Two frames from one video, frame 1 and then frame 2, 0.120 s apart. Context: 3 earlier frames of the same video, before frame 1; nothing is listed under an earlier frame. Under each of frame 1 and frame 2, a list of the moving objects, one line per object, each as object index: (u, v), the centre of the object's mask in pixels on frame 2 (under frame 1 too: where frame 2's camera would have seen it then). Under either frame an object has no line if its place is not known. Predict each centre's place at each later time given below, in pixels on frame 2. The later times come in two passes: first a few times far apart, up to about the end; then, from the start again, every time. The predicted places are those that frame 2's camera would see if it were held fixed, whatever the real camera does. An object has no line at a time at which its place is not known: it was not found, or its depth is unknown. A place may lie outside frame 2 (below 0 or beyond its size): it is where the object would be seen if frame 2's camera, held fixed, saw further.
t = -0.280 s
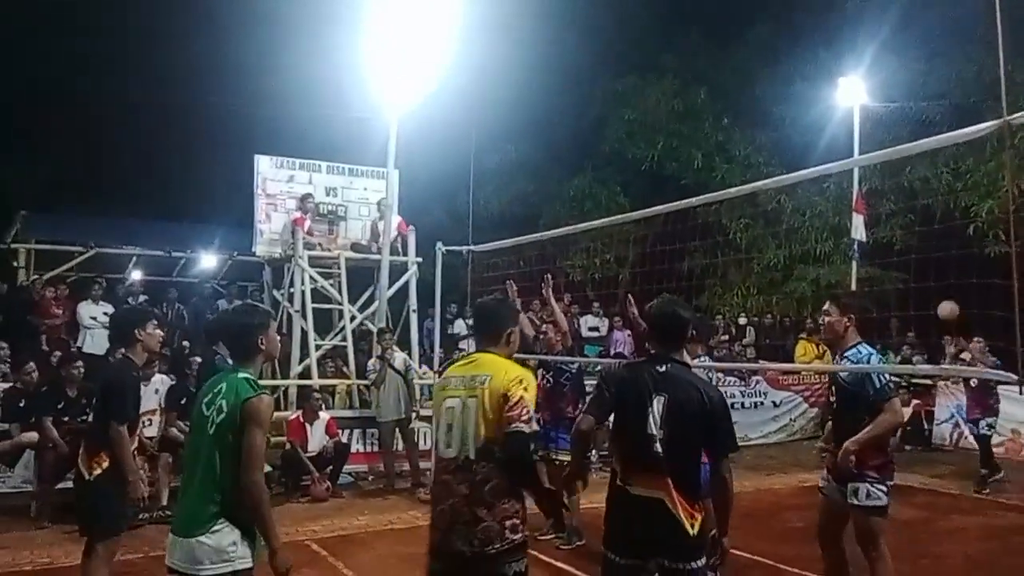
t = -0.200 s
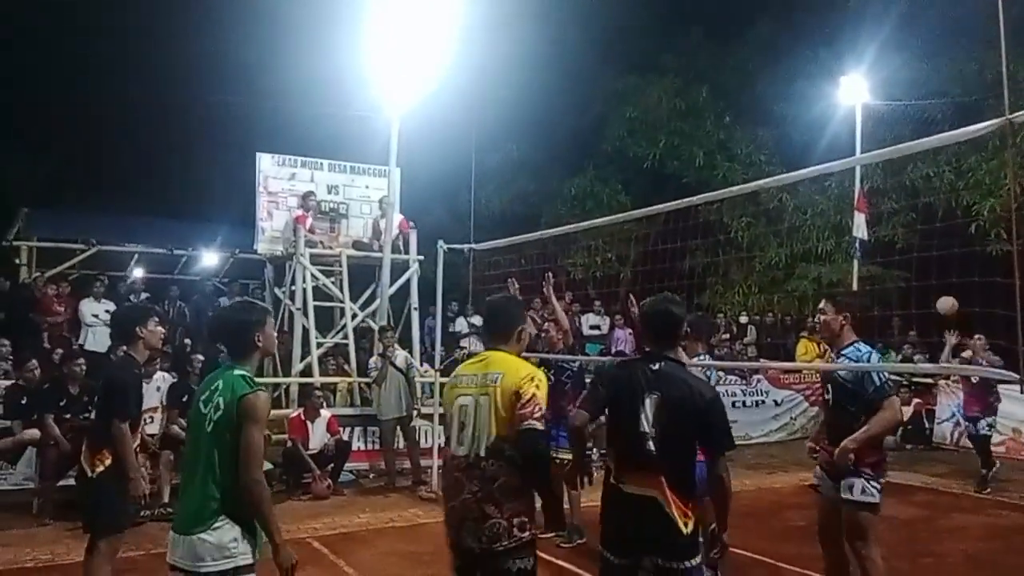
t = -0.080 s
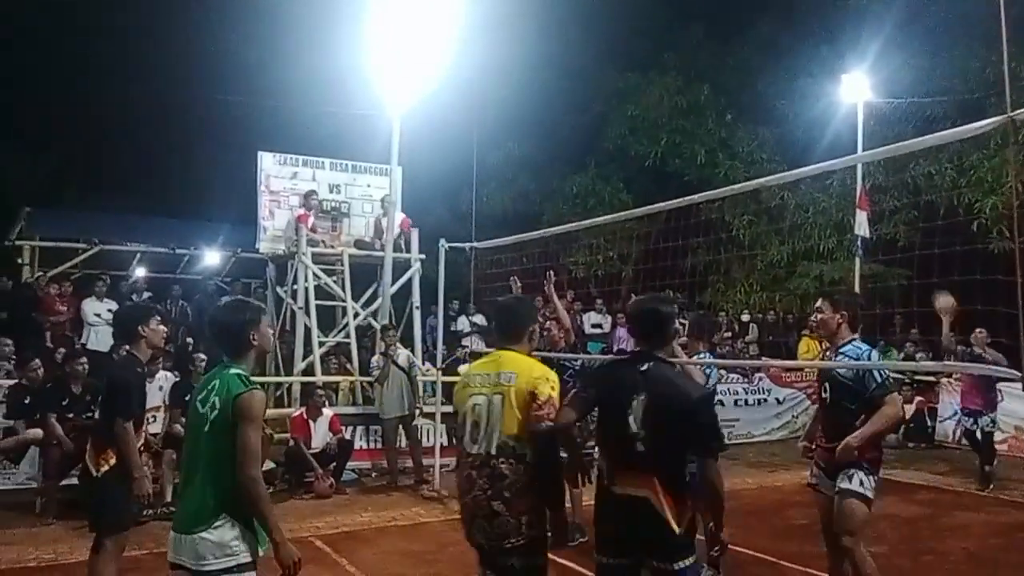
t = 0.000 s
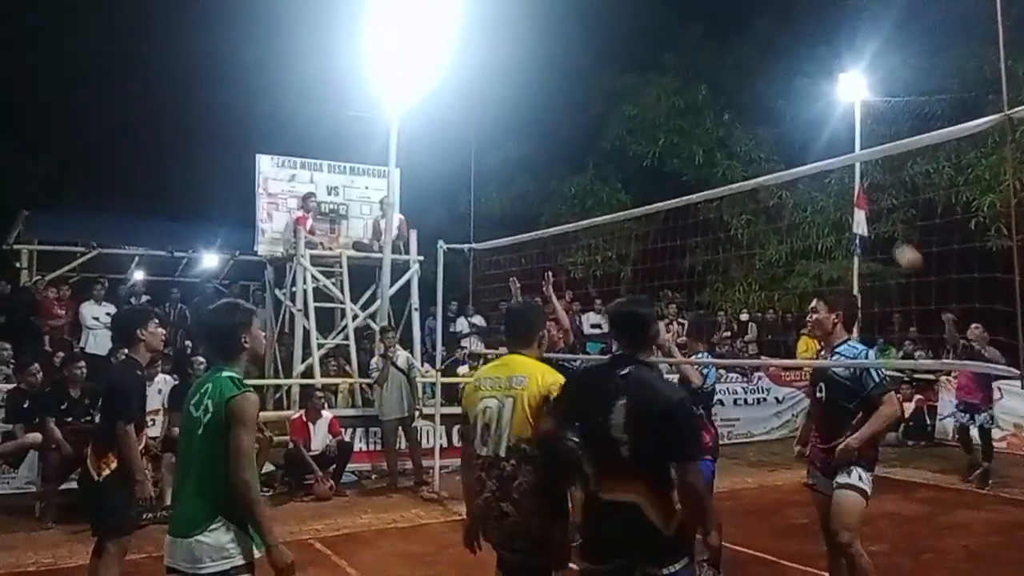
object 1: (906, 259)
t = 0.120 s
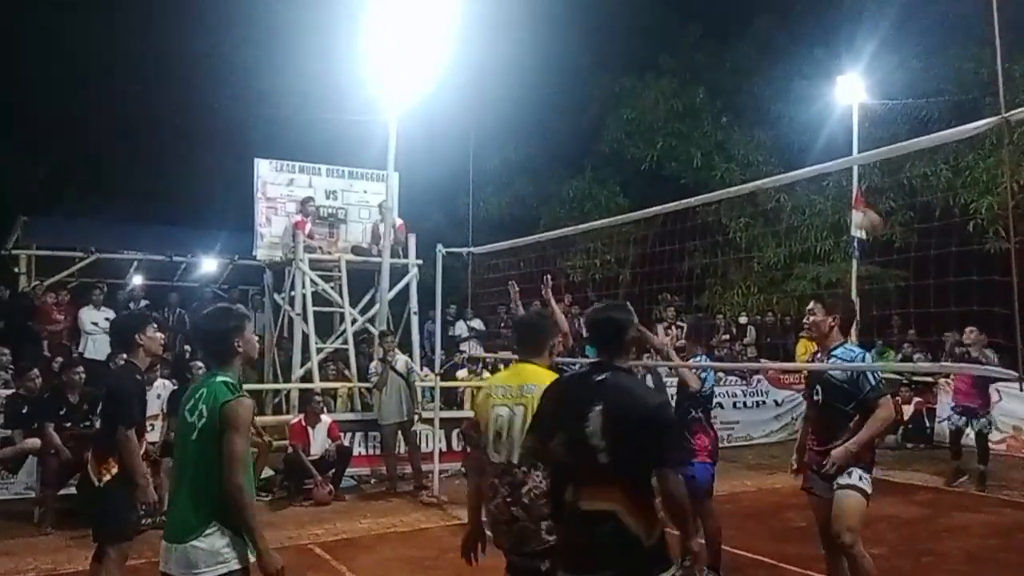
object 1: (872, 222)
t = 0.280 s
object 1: (781, 167)
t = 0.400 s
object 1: (734, 159)
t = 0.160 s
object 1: (848, 206)
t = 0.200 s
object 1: (835, 198)
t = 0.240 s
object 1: (807, 184)
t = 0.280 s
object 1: (781, 167)
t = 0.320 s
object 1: (767, 165)
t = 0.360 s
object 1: (753, 162)
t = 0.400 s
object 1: (734, 159)
